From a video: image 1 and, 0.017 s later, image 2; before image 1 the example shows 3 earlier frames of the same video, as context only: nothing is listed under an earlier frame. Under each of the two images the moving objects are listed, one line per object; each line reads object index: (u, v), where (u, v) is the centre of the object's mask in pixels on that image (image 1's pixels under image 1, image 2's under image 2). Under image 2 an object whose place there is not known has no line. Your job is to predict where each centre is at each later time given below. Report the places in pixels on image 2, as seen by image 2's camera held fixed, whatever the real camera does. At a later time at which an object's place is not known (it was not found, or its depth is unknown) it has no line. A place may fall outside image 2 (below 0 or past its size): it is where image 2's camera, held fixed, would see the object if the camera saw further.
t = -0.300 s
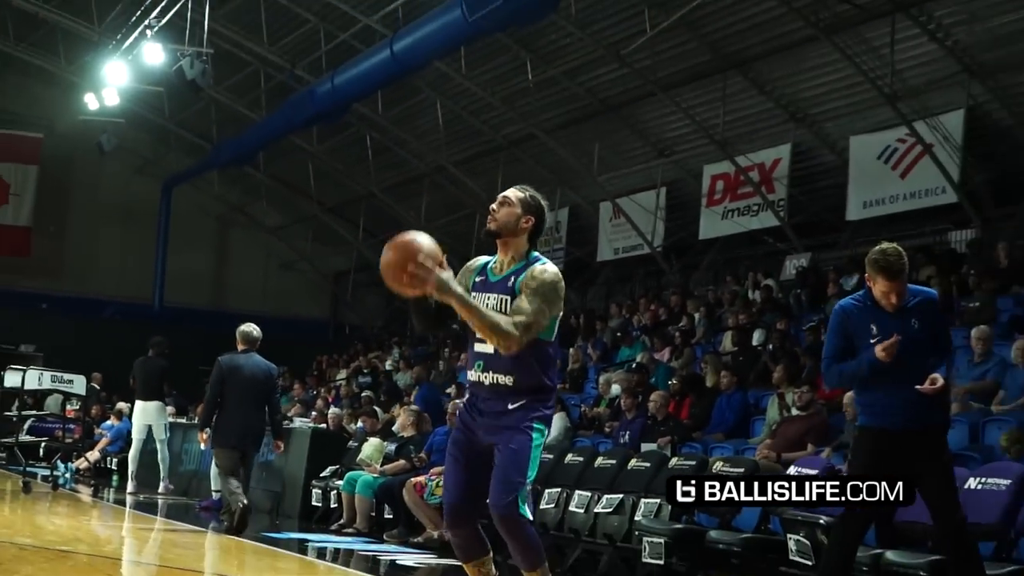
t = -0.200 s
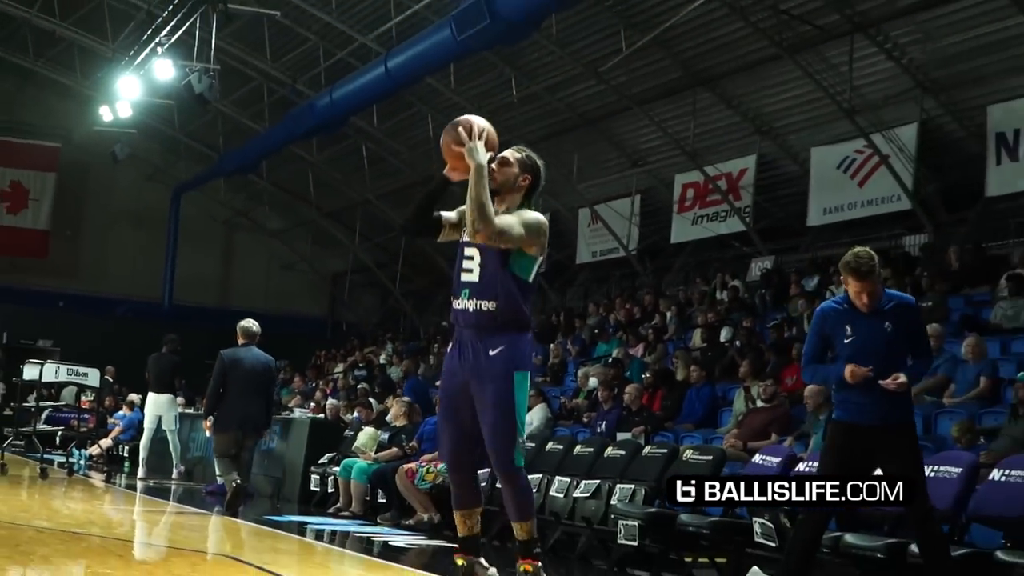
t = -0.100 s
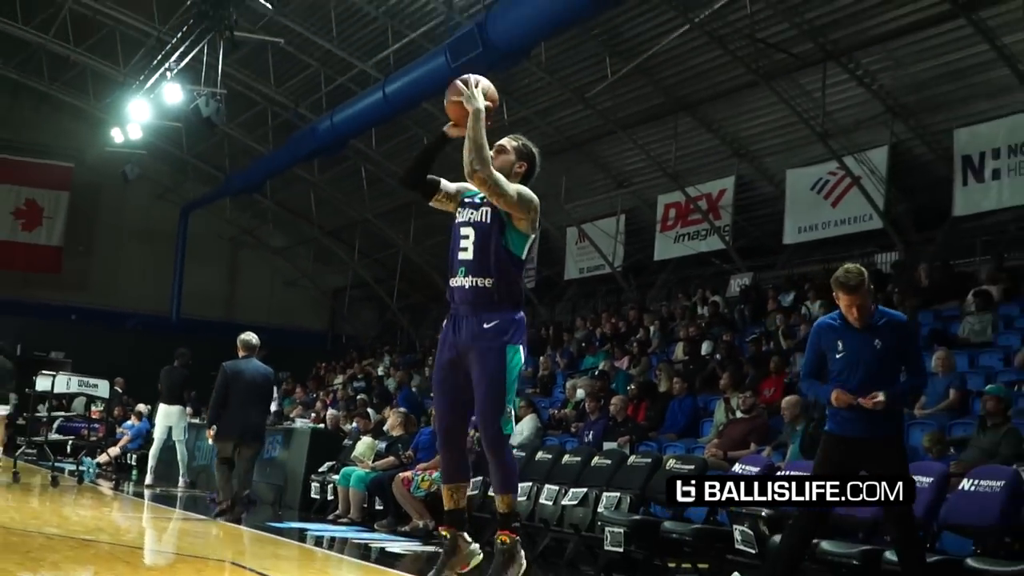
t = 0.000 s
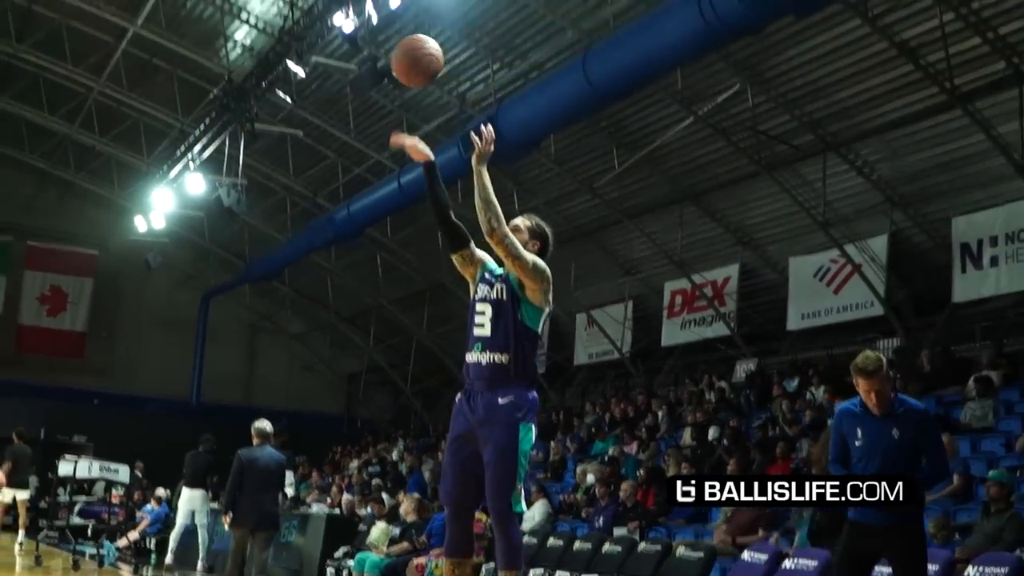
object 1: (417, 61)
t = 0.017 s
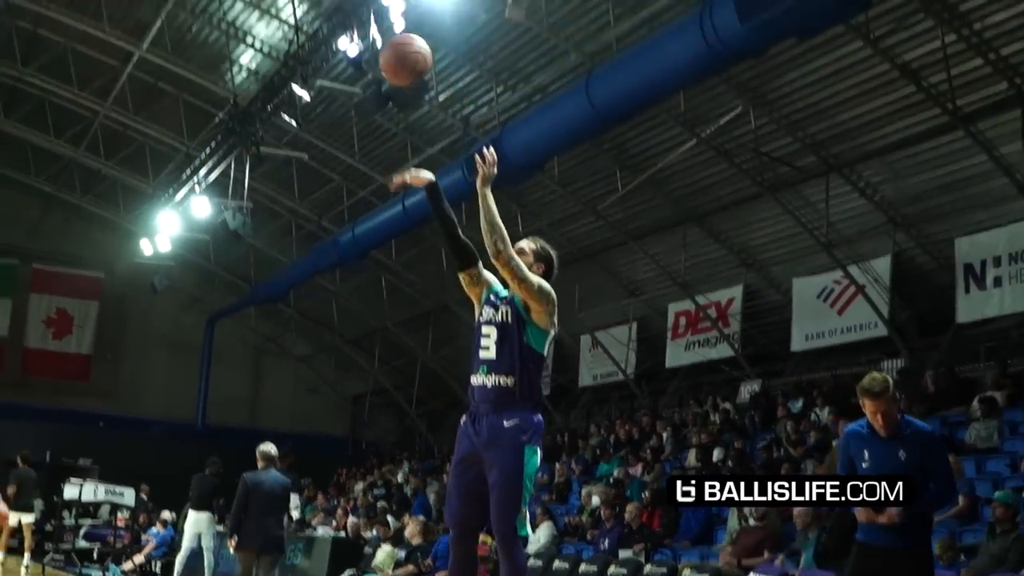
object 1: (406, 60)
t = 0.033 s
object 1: (388, 34)
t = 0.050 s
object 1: (369, 9)
